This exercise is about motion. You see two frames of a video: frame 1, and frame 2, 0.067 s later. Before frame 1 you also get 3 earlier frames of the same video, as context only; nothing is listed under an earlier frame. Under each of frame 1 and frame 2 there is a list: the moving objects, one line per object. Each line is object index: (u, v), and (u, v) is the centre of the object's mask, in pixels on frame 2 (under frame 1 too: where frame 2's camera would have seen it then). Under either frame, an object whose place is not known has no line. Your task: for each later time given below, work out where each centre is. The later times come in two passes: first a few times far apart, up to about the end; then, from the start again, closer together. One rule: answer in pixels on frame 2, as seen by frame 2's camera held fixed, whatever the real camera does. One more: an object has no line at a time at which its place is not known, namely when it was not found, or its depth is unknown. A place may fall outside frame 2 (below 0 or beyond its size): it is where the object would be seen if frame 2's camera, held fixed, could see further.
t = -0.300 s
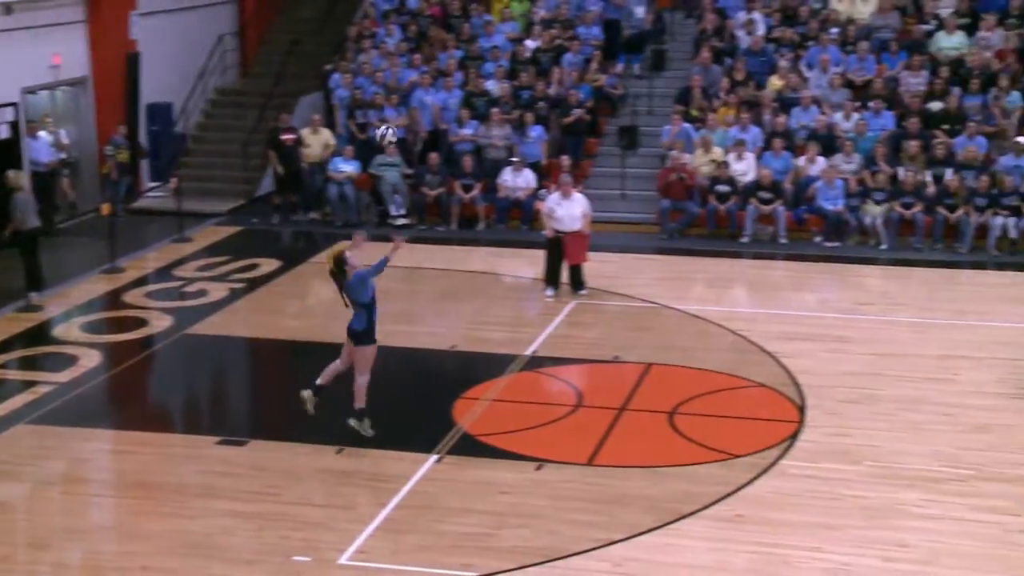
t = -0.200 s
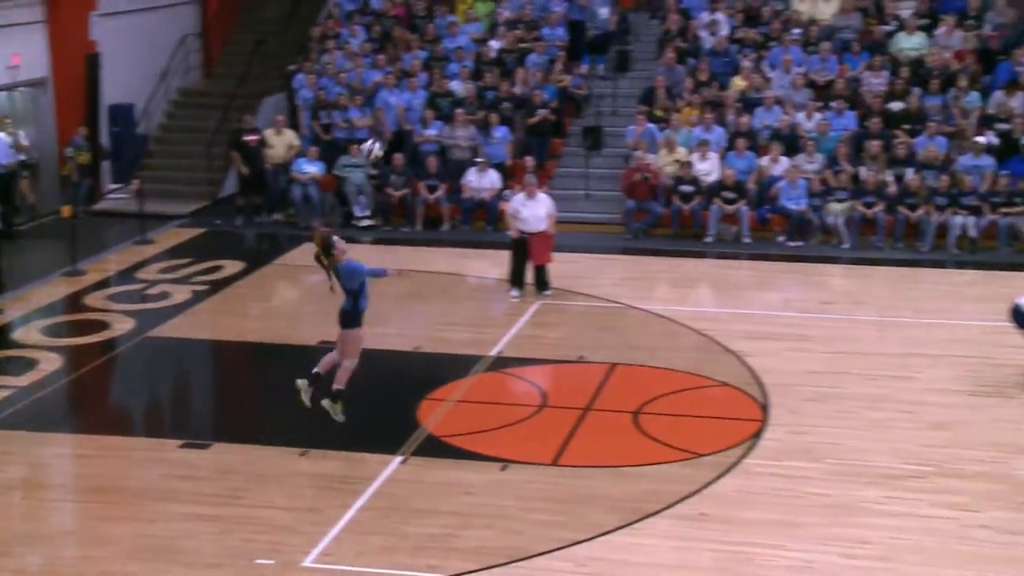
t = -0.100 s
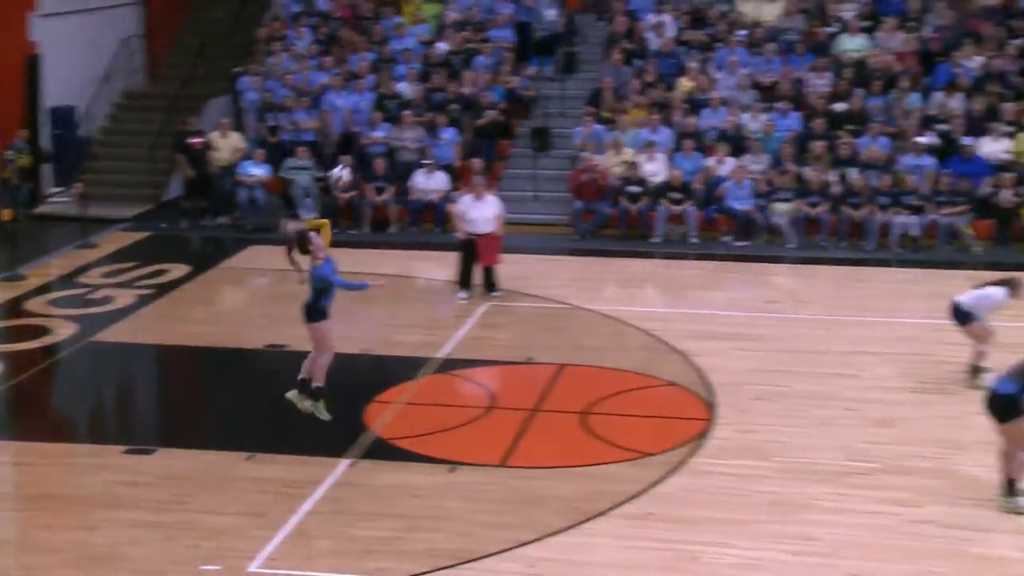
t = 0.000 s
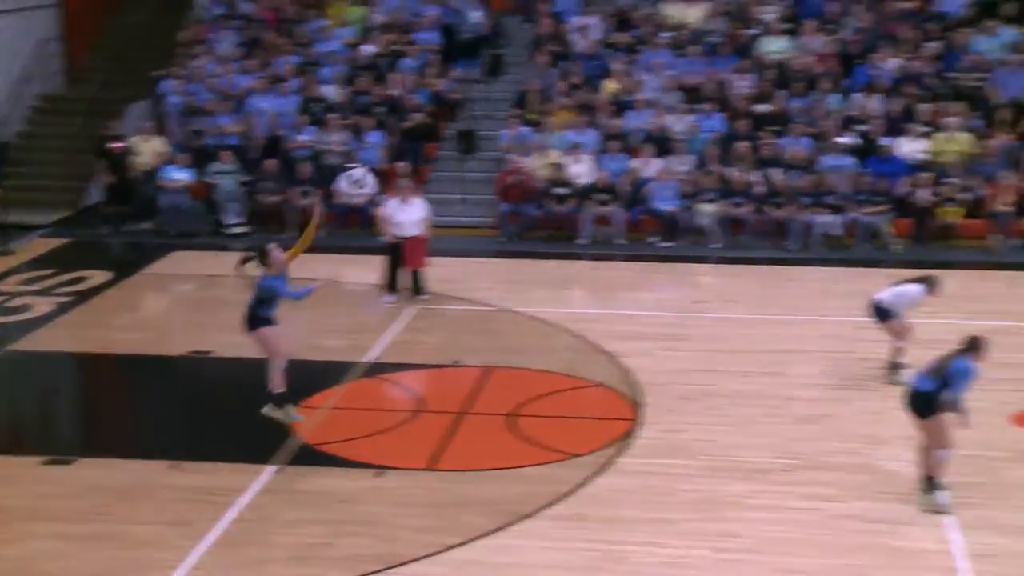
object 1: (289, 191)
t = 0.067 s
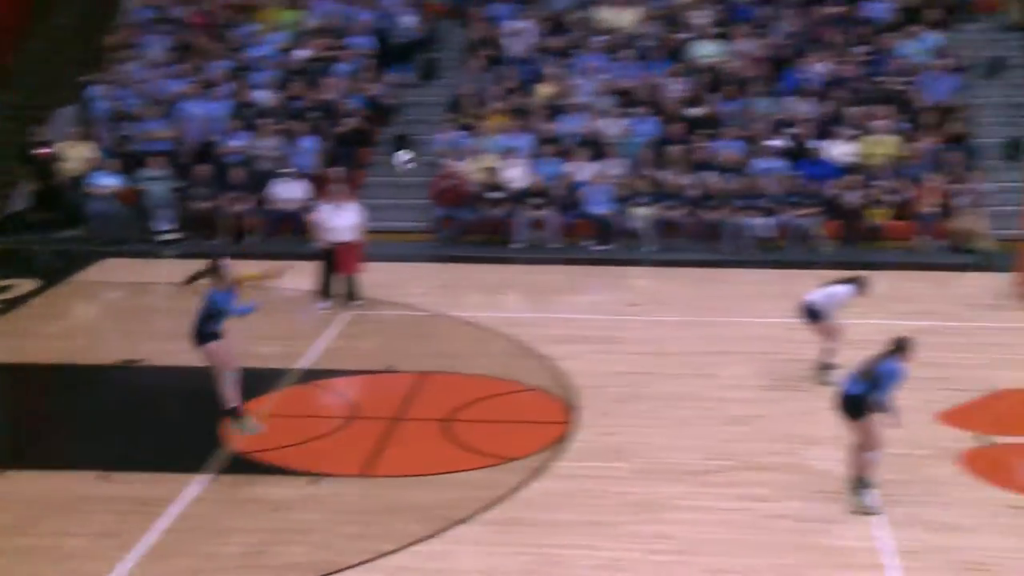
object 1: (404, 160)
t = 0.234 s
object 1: (684, 123)
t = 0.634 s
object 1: (1406, 162)
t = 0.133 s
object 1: (517, 142)
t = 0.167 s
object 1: (571, 135)
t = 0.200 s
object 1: (627, 127)
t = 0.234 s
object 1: (684, 123)
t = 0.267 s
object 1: (740, 120)
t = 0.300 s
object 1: (798, 118)
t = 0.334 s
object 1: (855, 117)
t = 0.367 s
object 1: (913, 117)
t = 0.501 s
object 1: (1152, 131)
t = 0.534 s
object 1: (1213, 138)
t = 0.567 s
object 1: (1277, 144)
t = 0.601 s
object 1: (1341, 154)
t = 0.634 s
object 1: (1406, 162)
